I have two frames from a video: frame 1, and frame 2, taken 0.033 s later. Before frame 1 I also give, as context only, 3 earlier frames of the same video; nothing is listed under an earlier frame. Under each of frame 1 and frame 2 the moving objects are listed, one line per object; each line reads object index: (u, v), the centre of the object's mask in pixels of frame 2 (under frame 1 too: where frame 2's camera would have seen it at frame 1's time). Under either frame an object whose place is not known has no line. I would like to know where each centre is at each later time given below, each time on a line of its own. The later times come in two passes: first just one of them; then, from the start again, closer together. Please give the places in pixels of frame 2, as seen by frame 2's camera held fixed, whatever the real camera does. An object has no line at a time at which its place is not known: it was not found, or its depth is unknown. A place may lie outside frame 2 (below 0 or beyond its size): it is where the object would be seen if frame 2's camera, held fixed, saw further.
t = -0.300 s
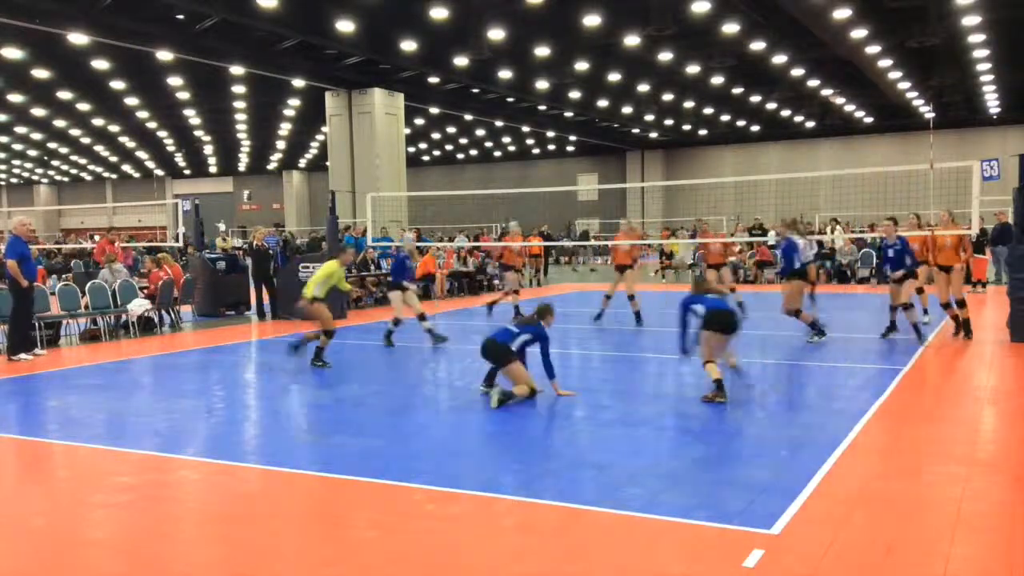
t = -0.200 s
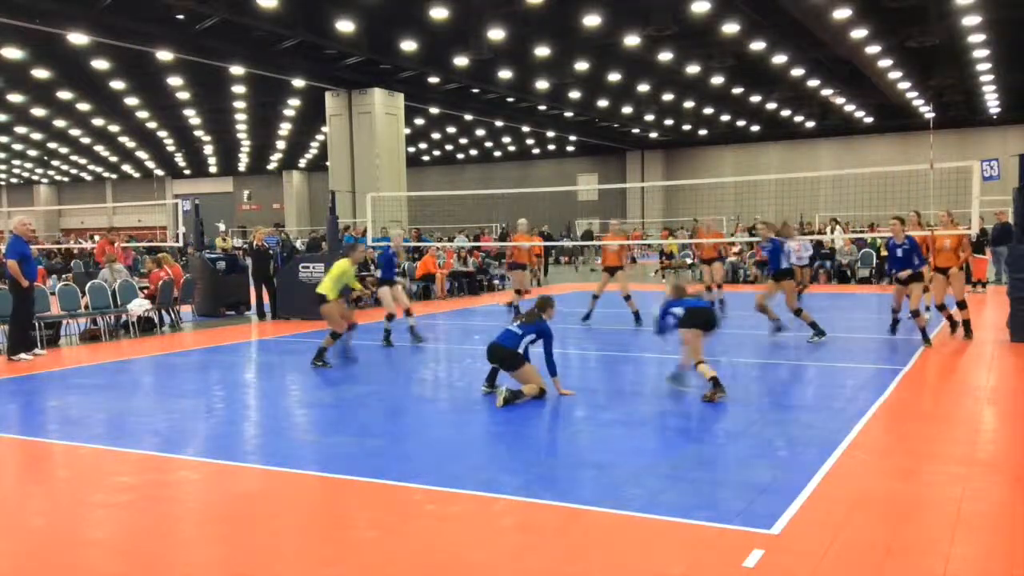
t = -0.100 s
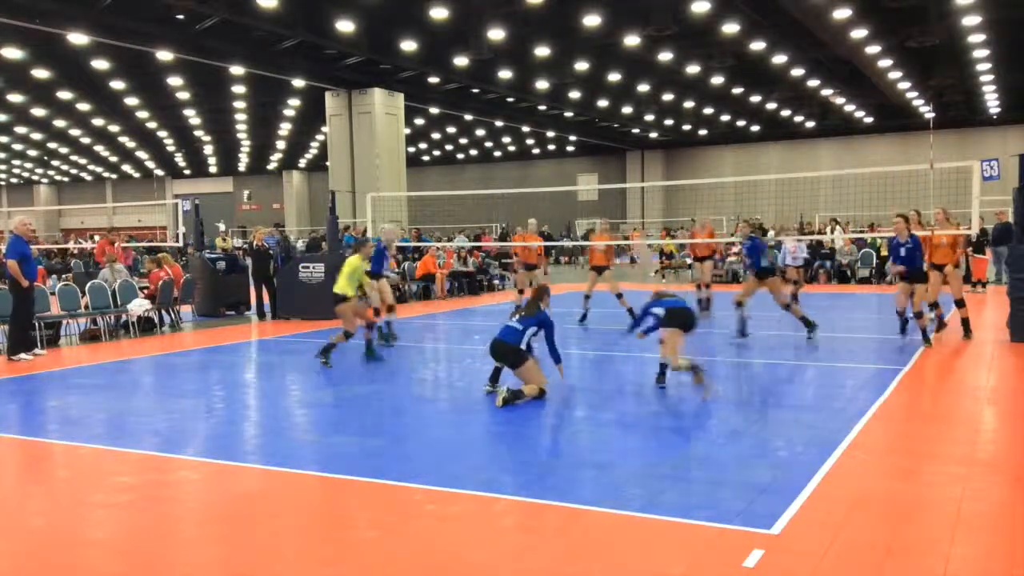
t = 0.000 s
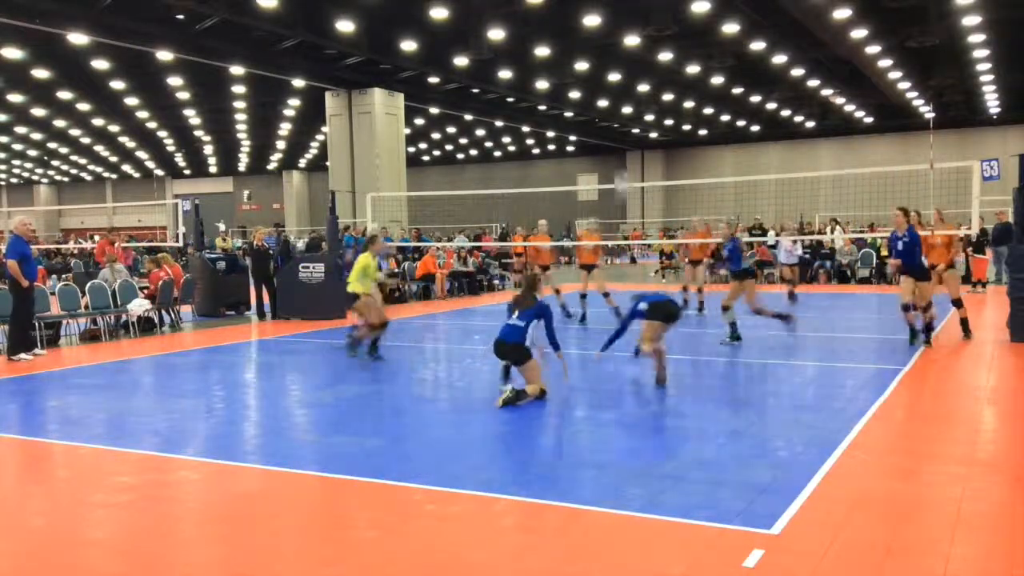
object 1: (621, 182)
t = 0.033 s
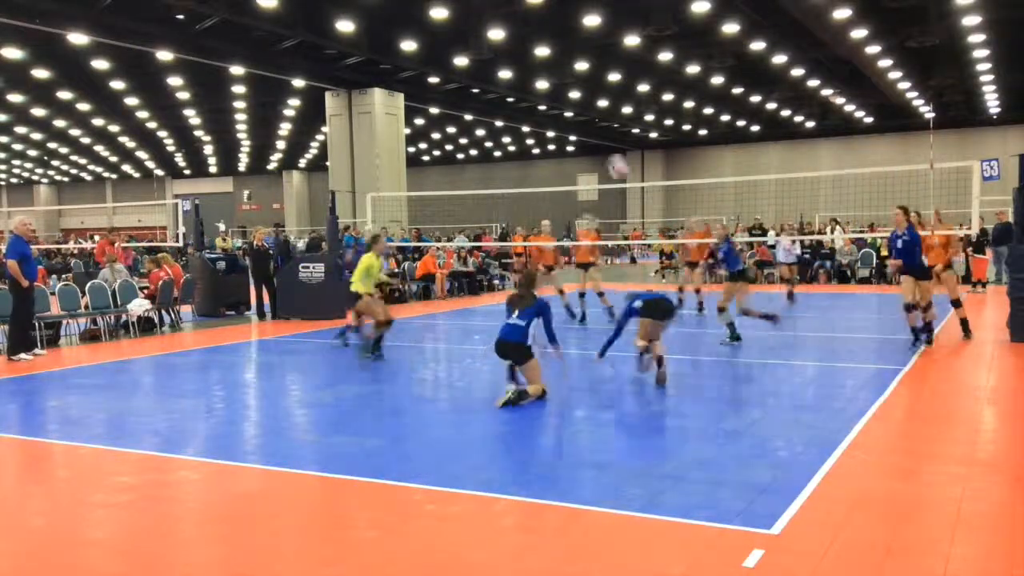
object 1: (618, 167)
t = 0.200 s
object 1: (592, 93)
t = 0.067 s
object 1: (613, 151)
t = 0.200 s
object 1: (592, 93)
